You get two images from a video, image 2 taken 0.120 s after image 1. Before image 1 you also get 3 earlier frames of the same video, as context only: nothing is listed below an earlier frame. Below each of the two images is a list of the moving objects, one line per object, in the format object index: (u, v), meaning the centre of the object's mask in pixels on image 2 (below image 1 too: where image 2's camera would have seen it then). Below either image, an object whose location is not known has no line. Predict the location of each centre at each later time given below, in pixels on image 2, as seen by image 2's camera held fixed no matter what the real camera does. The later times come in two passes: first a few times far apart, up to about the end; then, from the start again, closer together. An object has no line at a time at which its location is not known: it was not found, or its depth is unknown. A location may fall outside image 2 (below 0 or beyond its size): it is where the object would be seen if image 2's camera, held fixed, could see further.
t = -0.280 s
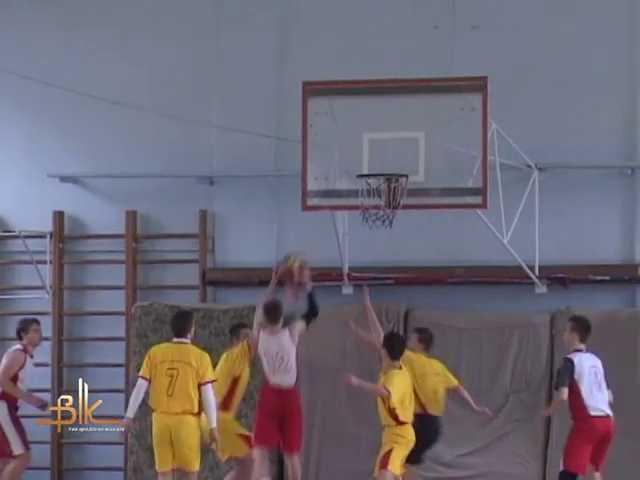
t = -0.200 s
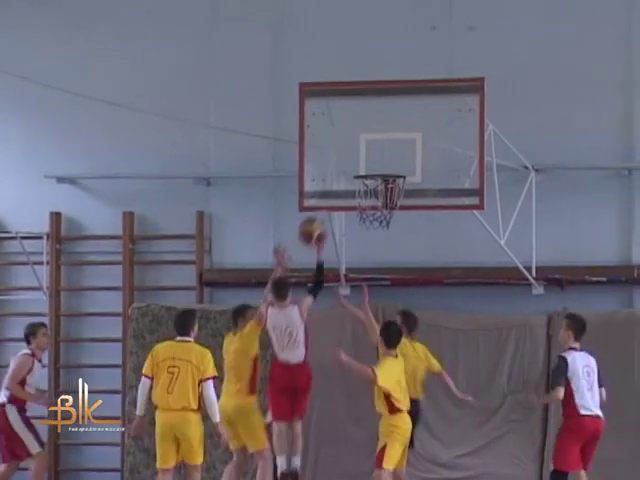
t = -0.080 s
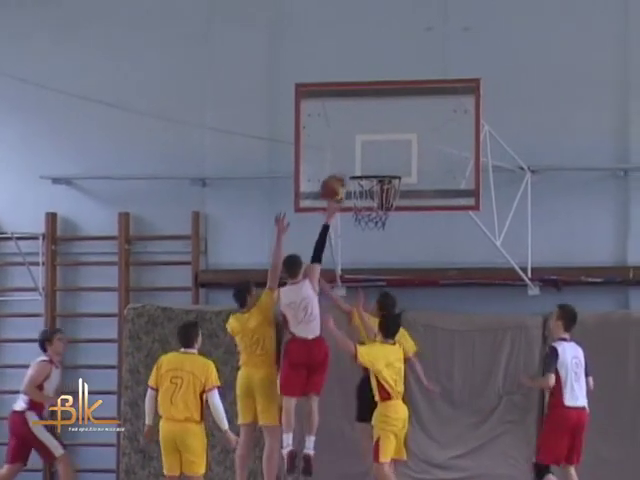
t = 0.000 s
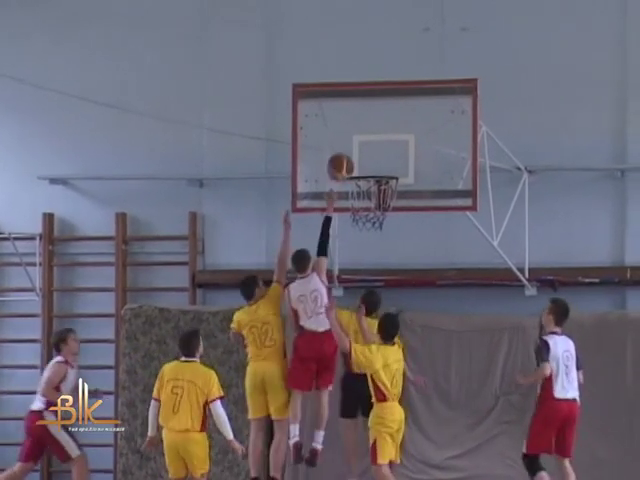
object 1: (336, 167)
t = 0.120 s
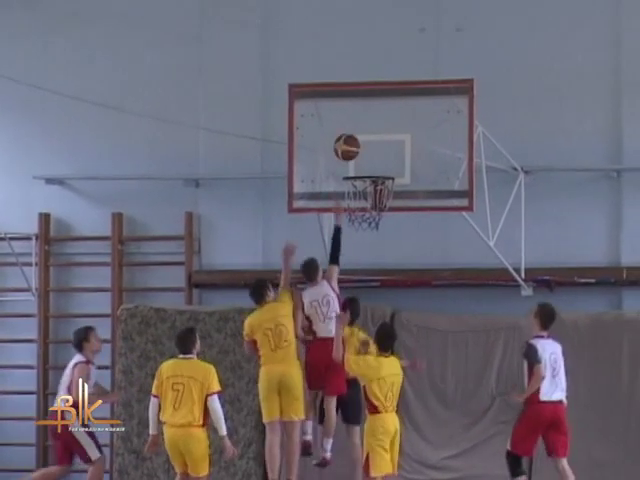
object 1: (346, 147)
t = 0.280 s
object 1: (361, 146)
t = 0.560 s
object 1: (385, 206)
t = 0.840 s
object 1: (372, 246)
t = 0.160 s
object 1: (350, 144)
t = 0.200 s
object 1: (354, 143)
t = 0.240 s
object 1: (357, 143)
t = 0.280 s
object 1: (361, 146)
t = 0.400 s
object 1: (370, 162)
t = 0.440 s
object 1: (373, 169)
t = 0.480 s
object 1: (377, 180)
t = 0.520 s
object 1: (380, 193)
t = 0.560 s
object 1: (385, 206)
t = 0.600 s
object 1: (382, 207)
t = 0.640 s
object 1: (381, 212)
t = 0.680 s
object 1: (381, 215)
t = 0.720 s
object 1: (379, 219)
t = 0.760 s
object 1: (377, 226)
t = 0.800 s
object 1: (375, 236)
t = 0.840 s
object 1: (372, 246)
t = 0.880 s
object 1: (370, 258)
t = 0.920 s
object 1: (368, 271)
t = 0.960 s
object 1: (367, 288)
